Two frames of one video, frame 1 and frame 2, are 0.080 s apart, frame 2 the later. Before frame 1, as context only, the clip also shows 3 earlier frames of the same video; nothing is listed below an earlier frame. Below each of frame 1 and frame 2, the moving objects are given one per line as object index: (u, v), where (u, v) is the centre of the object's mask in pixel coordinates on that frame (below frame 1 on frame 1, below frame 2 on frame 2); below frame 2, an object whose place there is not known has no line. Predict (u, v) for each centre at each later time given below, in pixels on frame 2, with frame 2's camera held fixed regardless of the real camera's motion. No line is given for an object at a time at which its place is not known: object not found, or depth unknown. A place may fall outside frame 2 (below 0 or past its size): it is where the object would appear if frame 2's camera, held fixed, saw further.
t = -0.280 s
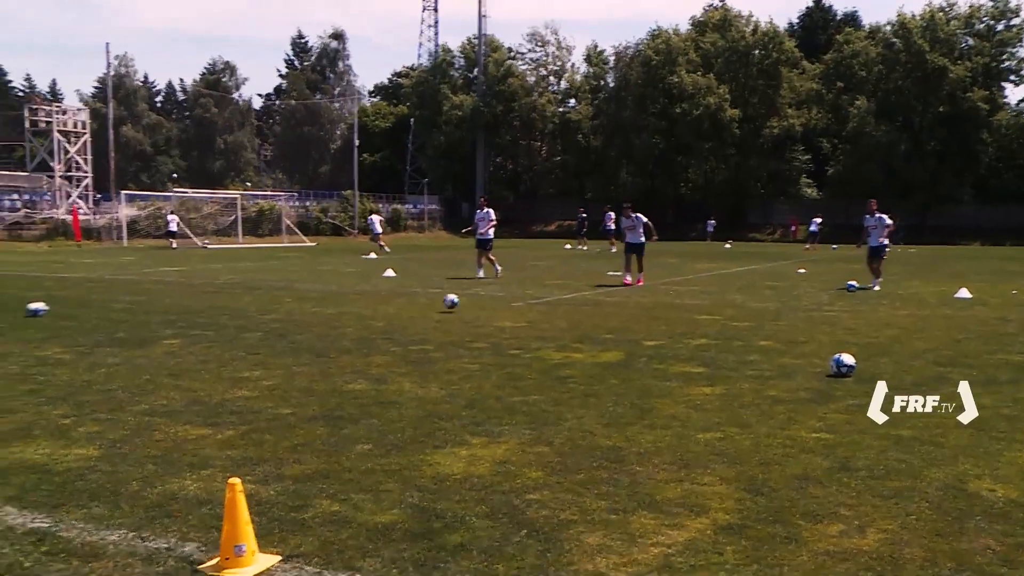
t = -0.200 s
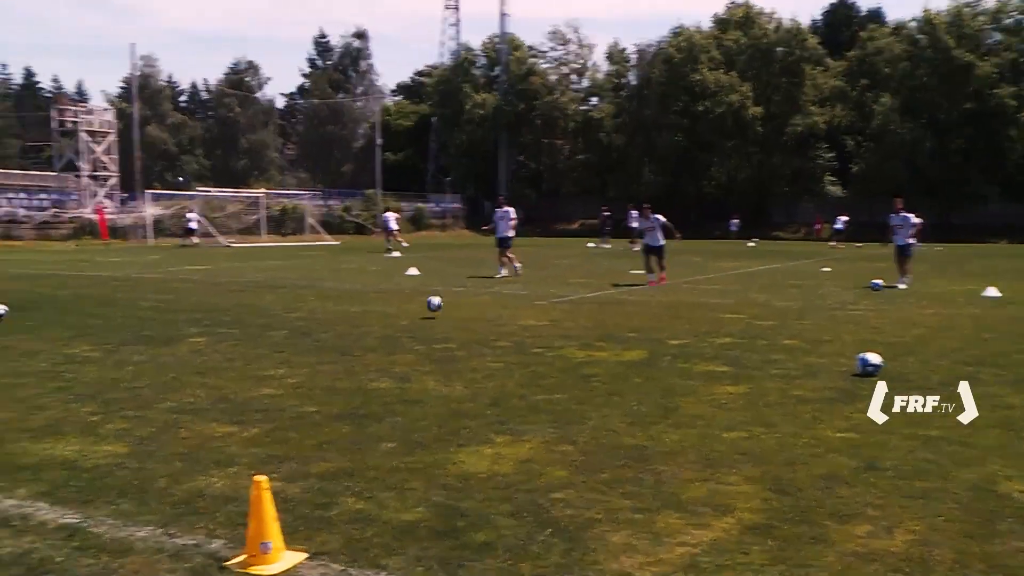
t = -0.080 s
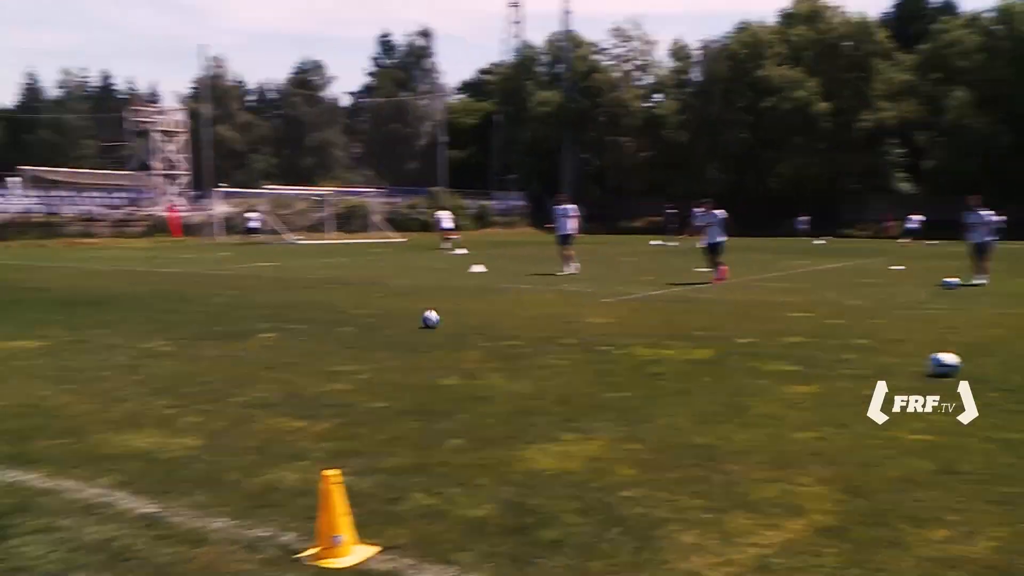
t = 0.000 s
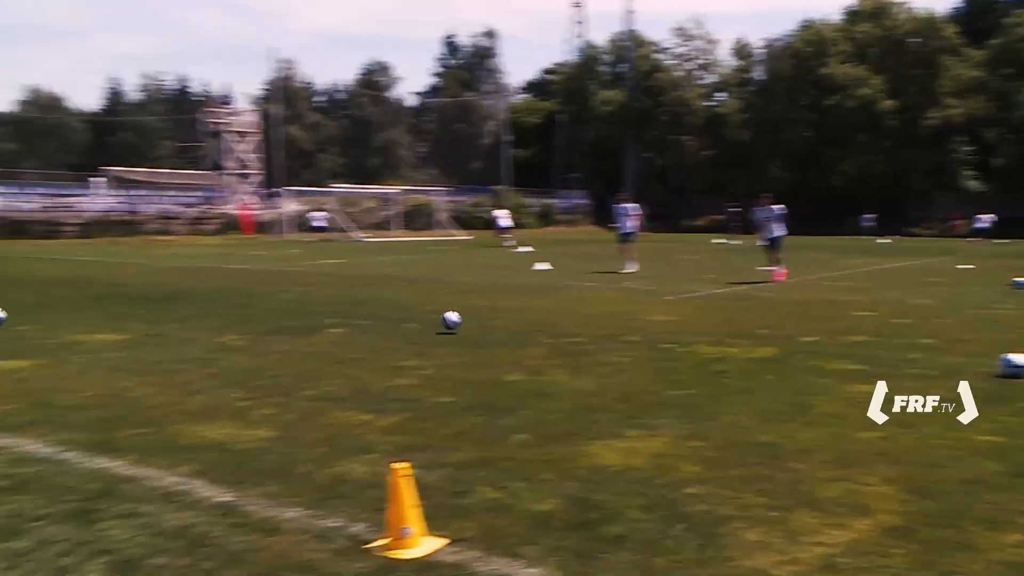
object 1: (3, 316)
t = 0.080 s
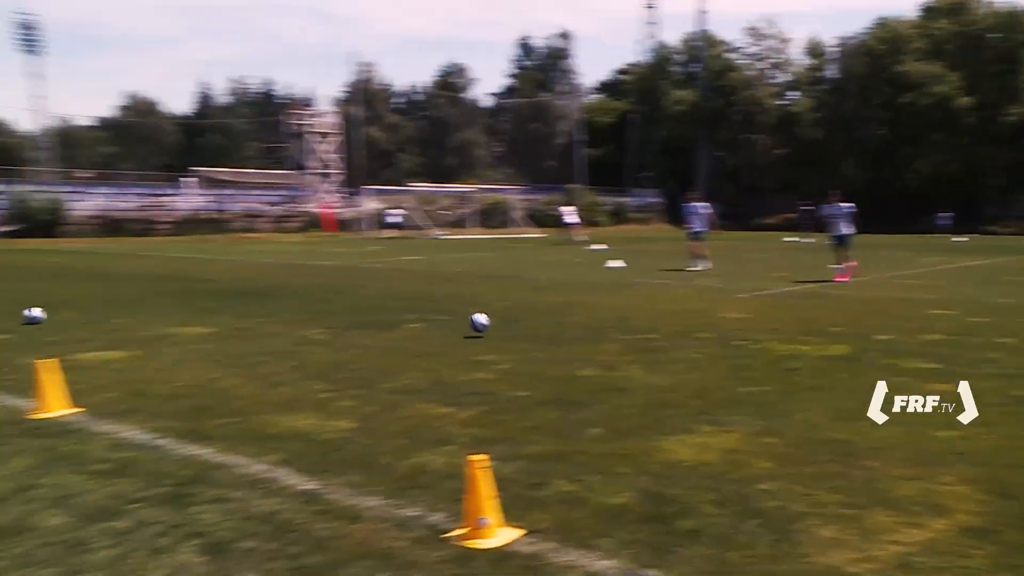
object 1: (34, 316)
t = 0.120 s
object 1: (7, 319)
